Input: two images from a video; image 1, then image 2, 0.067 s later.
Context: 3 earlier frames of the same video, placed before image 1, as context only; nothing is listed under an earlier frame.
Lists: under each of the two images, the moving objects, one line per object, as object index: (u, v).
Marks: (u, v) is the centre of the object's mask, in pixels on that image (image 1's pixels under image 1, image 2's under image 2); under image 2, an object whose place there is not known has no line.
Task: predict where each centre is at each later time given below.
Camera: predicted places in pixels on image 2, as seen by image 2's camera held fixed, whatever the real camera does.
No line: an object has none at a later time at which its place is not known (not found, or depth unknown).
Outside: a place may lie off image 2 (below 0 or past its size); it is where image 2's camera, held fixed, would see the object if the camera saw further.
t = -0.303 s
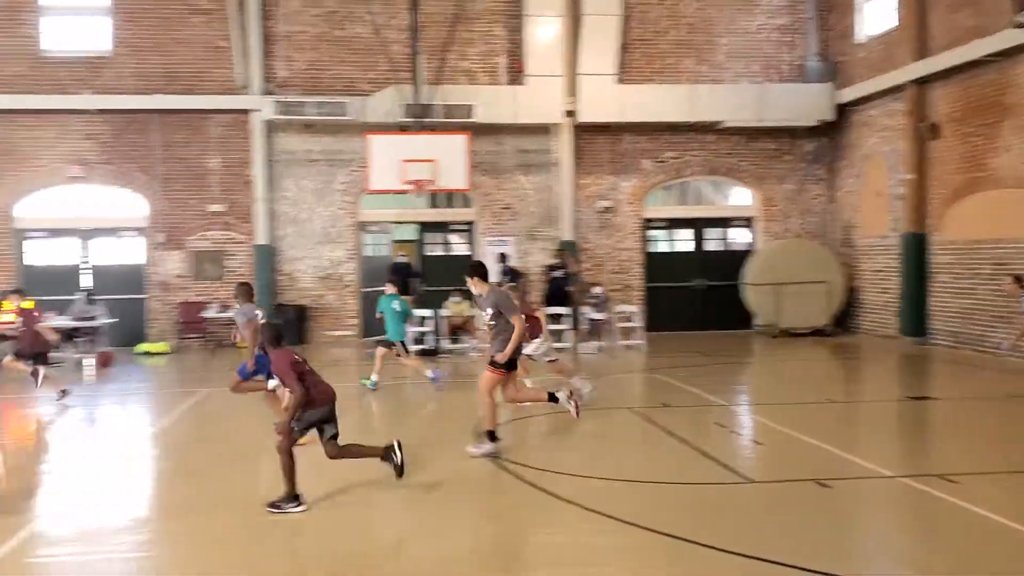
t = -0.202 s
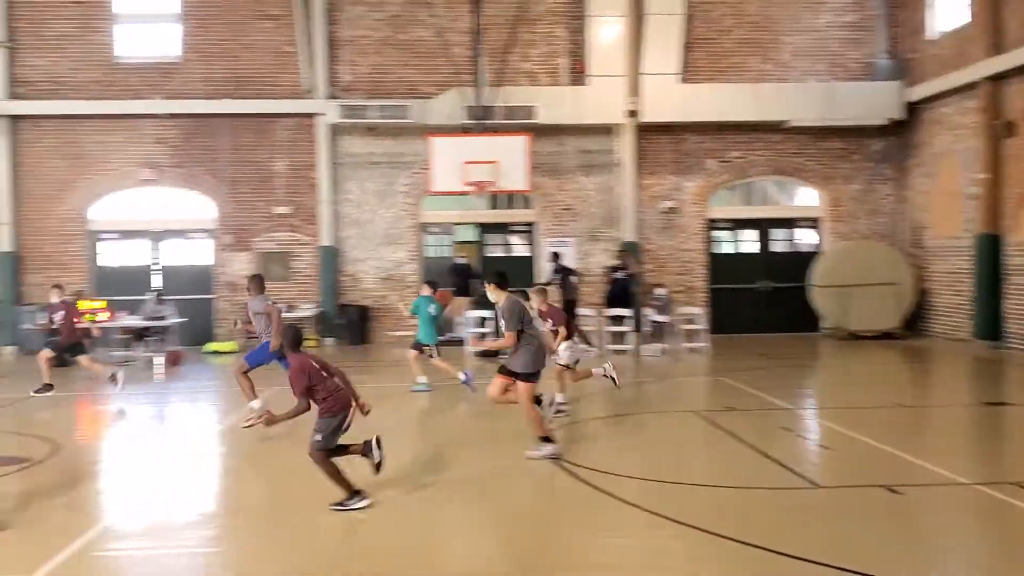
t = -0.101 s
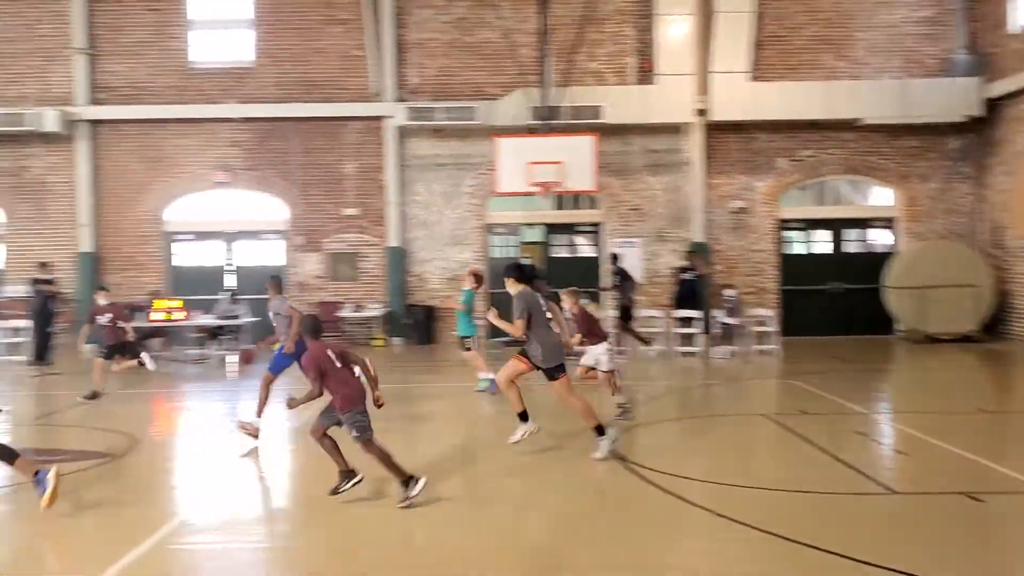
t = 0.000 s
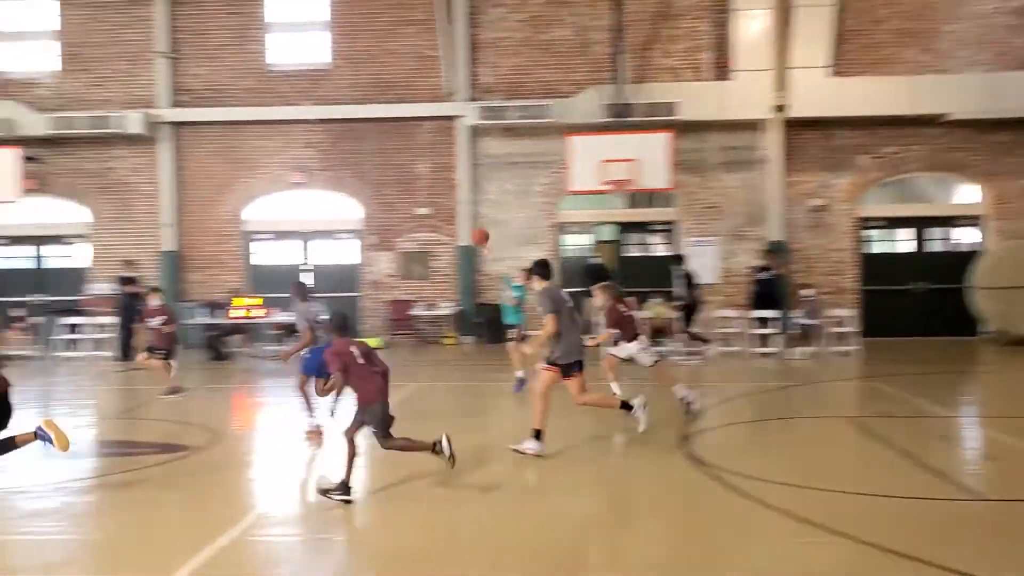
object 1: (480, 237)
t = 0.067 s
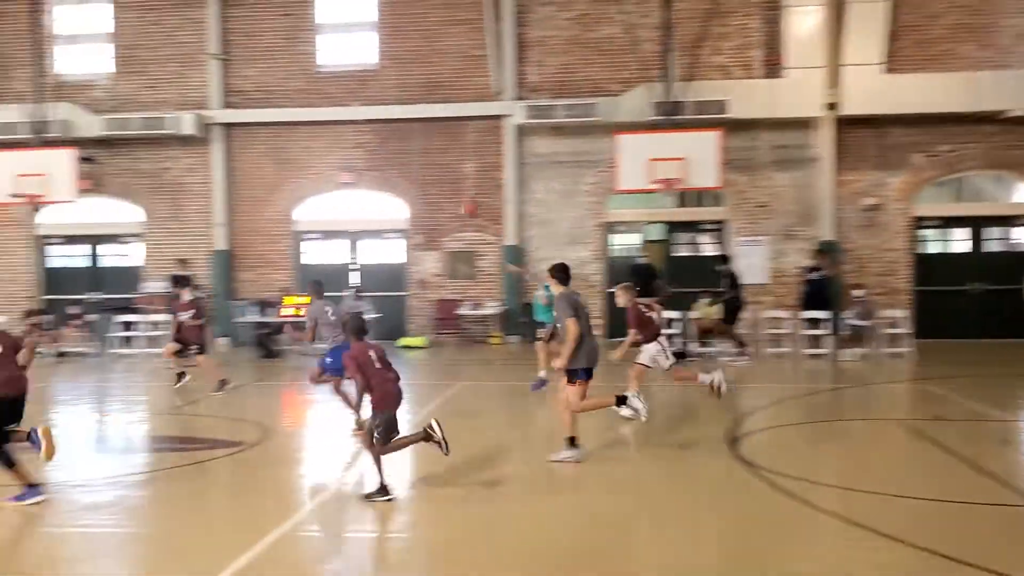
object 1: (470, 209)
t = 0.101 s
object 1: (444, 195)
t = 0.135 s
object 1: (416, 181)
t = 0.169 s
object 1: (386, 169)
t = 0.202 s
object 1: (360, 157)
